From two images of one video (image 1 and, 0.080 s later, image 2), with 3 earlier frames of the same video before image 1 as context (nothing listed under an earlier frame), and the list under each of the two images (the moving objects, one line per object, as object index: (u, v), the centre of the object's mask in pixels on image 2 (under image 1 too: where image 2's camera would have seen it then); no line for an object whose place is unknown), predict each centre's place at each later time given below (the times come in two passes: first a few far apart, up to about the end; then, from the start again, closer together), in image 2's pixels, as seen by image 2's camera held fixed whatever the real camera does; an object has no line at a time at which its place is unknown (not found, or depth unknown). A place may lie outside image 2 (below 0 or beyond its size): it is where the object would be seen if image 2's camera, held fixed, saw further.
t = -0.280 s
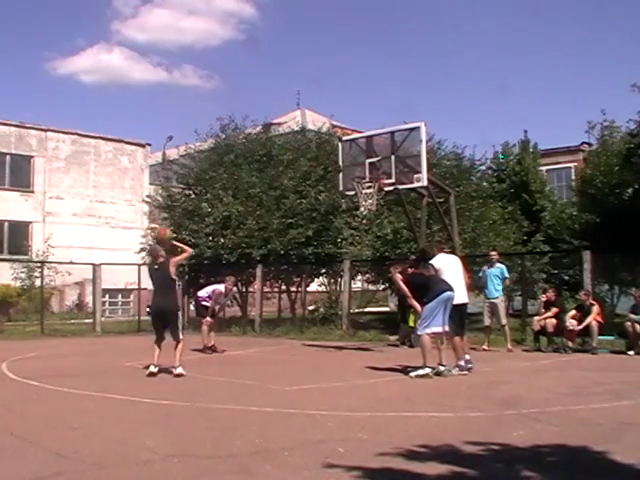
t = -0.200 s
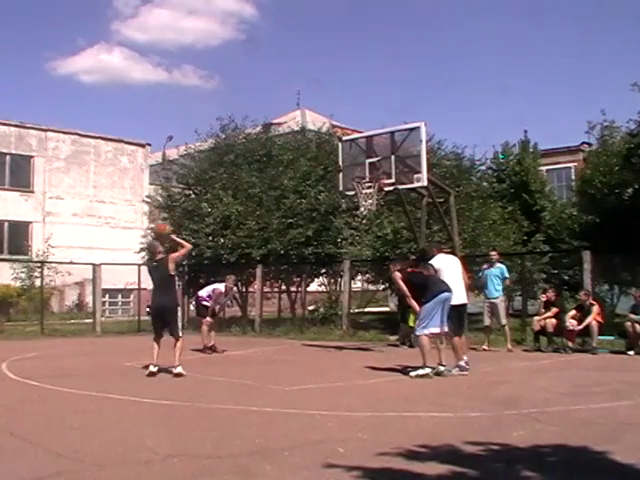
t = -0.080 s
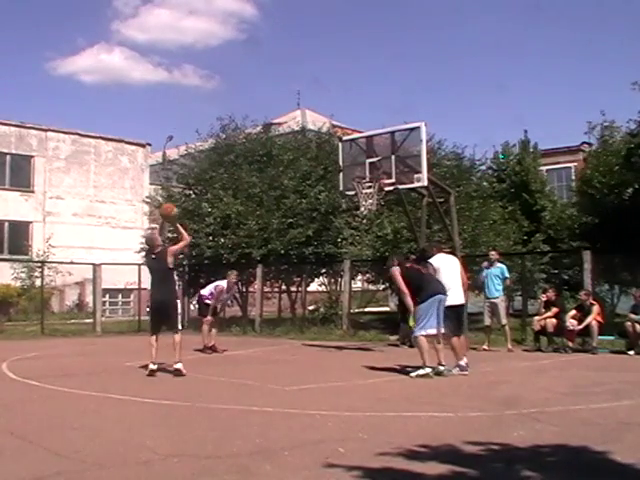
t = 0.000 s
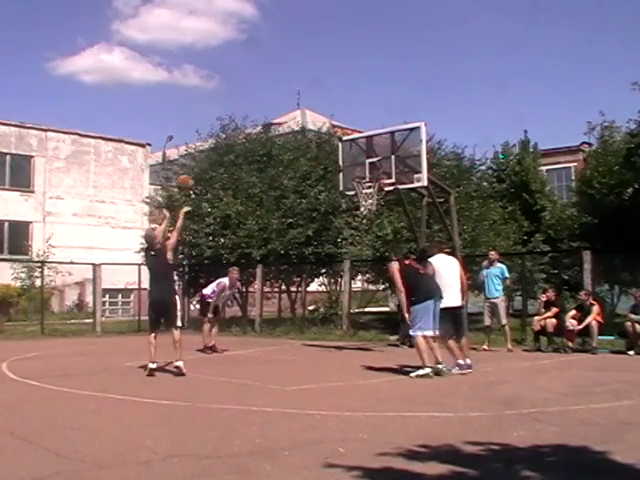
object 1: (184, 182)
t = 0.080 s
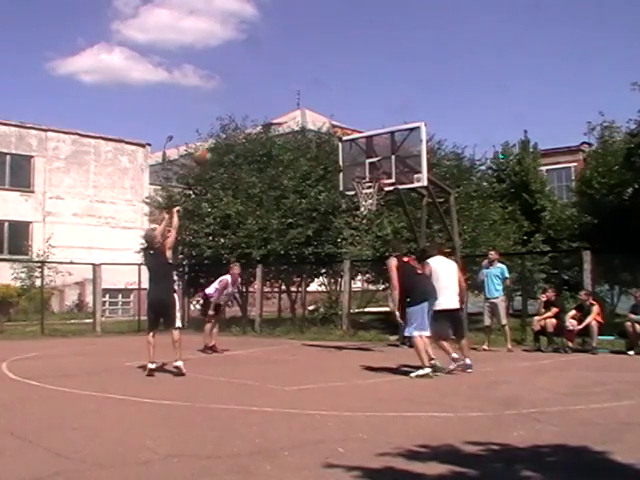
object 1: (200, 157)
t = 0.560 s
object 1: (296, 110)
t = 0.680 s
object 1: (317, 121)
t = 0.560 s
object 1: (296, 110)
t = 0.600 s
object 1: (303, 113)
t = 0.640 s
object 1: (310, 117)
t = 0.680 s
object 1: (317, 121)
